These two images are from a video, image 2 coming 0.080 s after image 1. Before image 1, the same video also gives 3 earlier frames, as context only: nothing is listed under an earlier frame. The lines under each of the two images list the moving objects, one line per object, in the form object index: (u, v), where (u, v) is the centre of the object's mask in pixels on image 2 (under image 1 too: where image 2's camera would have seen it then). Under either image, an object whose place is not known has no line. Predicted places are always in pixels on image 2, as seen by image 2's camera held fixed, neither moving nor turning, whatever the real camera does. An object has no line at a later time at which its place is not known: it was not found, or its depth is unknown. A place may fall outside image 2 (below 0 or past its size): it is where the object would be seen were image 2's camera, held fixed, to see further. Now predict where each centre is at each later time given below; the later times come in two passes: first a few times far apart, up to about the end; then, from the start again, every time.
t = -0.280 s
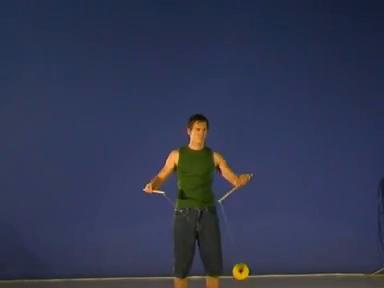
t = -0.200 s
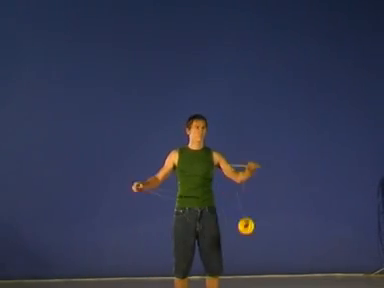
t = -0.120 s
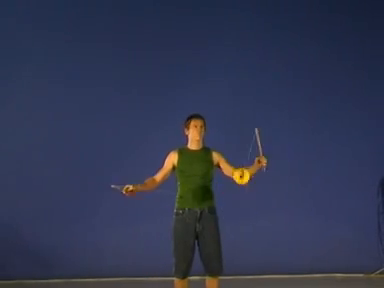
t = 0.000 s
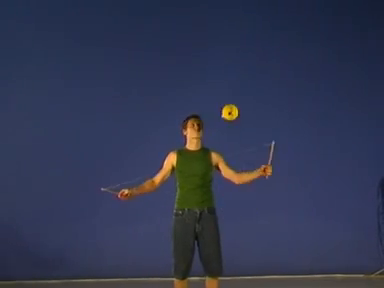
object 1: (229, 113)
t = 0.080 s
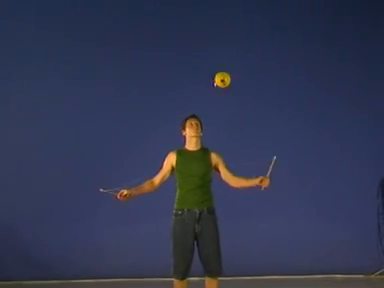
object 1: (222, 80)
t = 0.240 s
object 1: (208, 37)
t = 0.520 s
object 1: (184, 33)
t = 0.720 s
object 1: (169, 84)
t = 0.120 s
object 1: (218, 66)
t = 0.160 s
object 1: (214, 55)
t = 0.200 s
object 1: (211, 45)
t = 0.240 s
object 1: (208, 37)
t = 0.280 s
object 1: (204, 31)
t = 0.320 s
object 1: (200, 27)
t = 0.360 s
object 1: (197, 25)
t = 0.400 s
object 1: (194, 25)
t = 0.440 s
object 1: (191, 25)
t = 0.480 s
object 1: (188, 29)
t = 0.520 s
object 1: (184, 33)
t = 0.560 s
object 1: (181, 40)
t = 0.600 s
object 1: (178, 48)
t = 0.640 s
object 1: (175, 58)
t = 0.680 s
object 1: (172, 70)
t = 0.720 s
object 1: (169, 84)
